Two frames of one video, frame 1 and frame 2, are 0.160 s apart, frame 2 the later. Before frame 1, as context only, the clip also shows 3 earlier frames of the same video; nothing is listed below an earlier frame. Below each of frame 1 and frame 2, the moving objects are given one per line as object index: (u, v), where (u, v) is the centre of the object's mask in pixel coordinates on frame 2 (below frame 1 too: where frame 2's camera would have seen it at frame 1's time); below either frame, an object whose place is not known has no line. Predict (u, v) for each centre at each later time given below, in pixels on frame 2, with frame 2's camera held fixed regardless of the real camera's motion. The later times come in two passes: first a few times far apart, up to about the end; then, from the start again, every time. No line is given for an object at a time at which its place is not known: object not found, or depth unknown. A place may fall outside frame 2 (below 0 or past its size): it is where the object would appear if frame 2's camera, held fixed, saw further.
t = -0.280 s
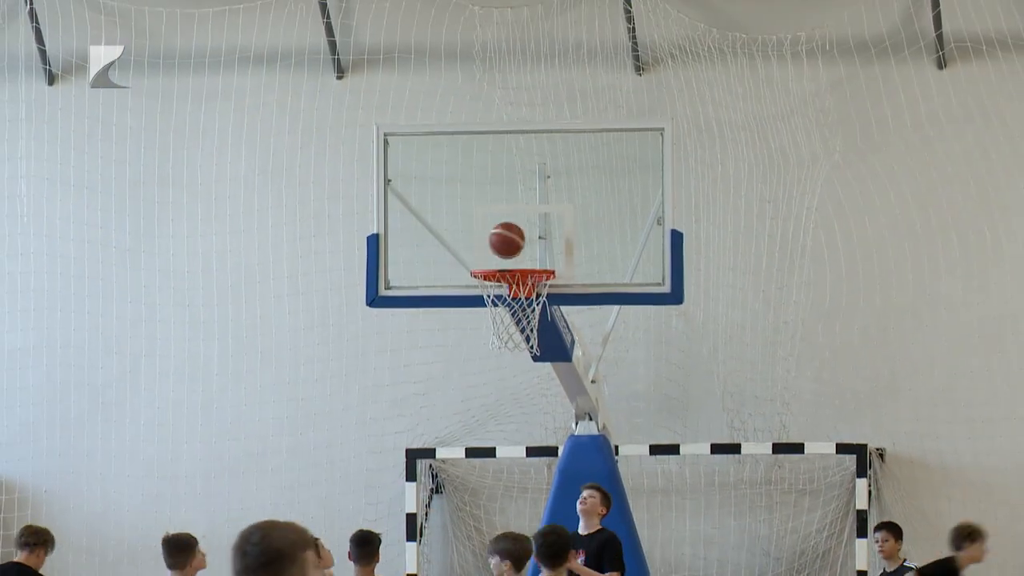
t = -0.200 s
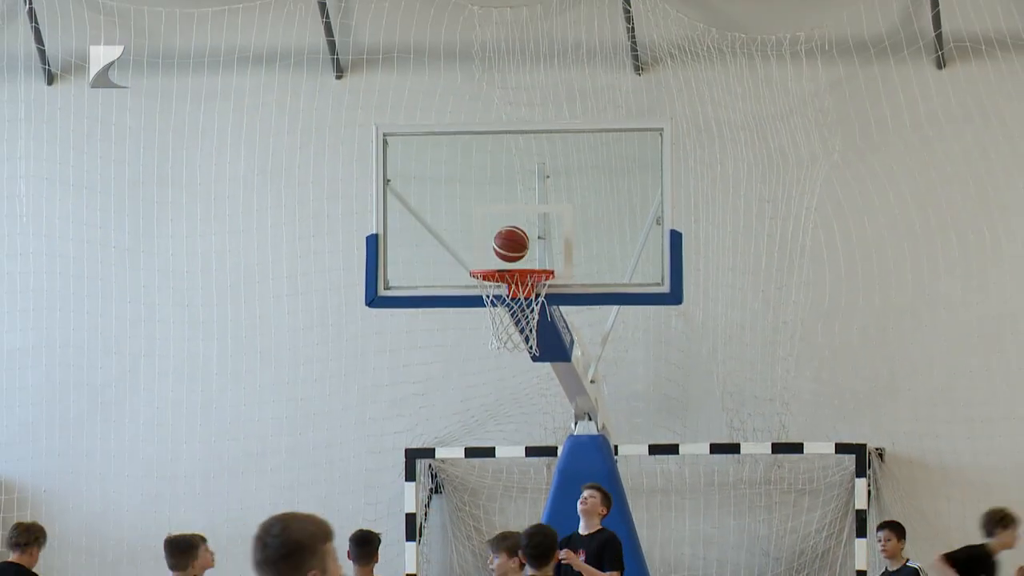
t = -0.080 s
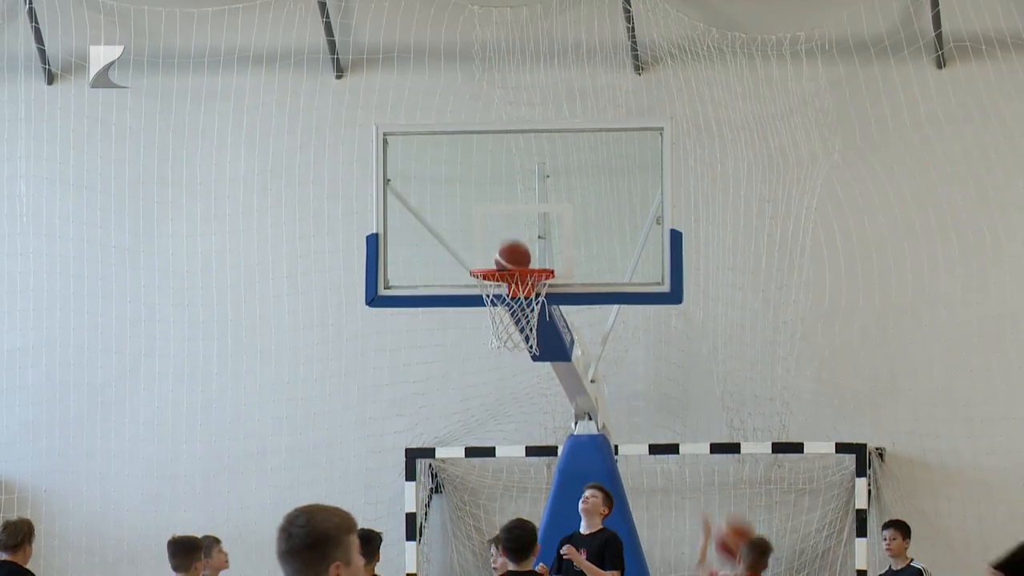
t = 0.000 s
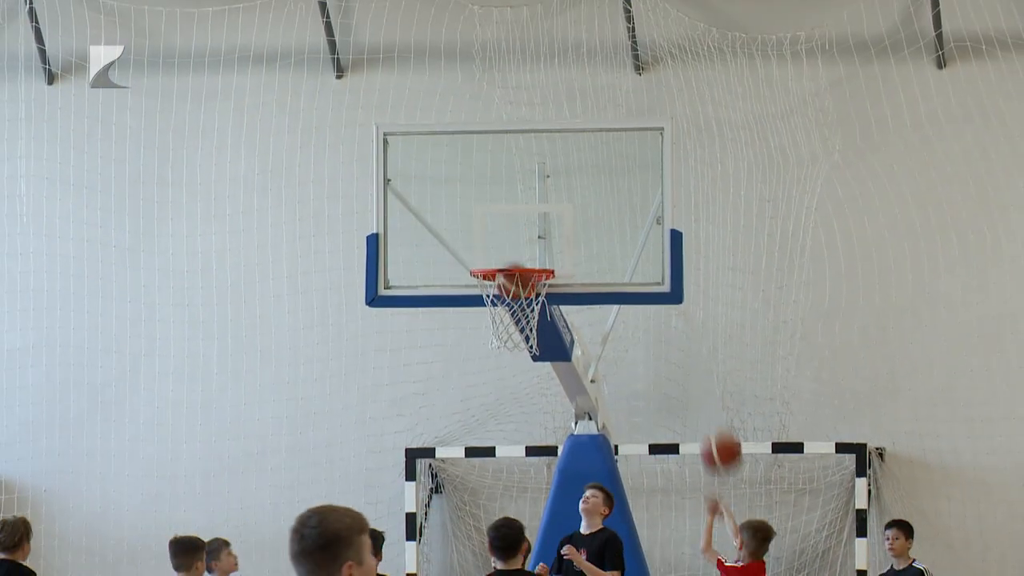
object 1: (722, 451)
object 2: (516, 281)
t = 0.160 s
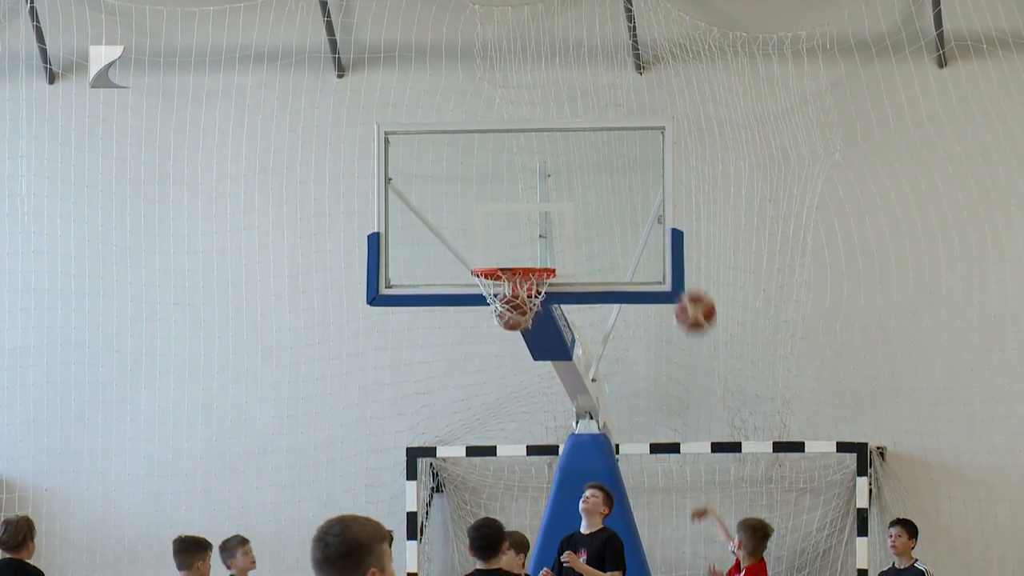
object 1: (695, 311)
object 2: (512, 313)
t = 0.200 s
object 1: (689, 284)
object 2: (510, 326)
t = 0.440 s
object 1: (654, 188)
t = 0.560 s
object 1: (638, 177)
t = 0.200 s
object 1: (689, 284)
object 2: (510, 326)
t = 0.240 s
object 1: (684, 262)
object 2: (511, 330)
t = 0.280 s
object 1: (677, 240)
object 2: (511, 337)
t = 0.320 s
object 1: (671, 222)
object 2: (511, 351)
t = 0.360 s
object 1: (665, 207)
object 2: (510, 368)
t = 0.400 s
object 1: (660, 196)
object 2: (510, 387)
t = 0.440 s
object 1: (654, 188)
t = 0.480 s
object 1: (648, 182)
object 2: (510, 433)
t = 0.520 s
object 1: (643, 178)
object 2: (509, 462)
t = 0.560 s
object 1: (638, 177)
